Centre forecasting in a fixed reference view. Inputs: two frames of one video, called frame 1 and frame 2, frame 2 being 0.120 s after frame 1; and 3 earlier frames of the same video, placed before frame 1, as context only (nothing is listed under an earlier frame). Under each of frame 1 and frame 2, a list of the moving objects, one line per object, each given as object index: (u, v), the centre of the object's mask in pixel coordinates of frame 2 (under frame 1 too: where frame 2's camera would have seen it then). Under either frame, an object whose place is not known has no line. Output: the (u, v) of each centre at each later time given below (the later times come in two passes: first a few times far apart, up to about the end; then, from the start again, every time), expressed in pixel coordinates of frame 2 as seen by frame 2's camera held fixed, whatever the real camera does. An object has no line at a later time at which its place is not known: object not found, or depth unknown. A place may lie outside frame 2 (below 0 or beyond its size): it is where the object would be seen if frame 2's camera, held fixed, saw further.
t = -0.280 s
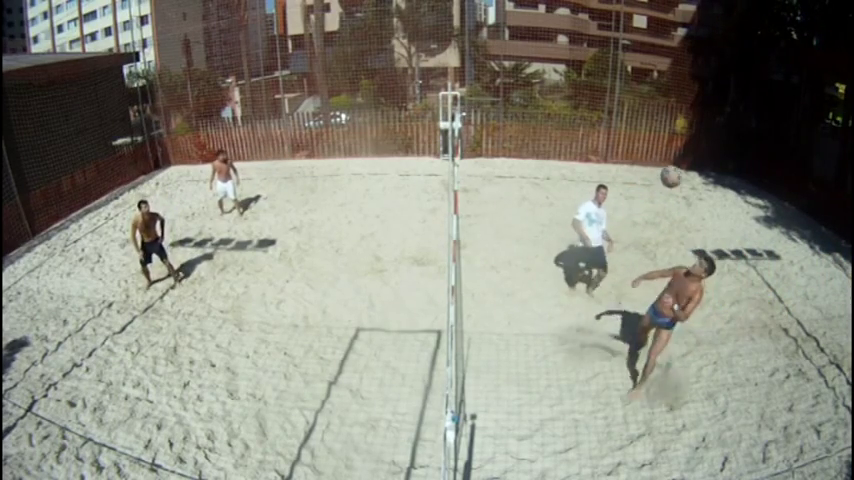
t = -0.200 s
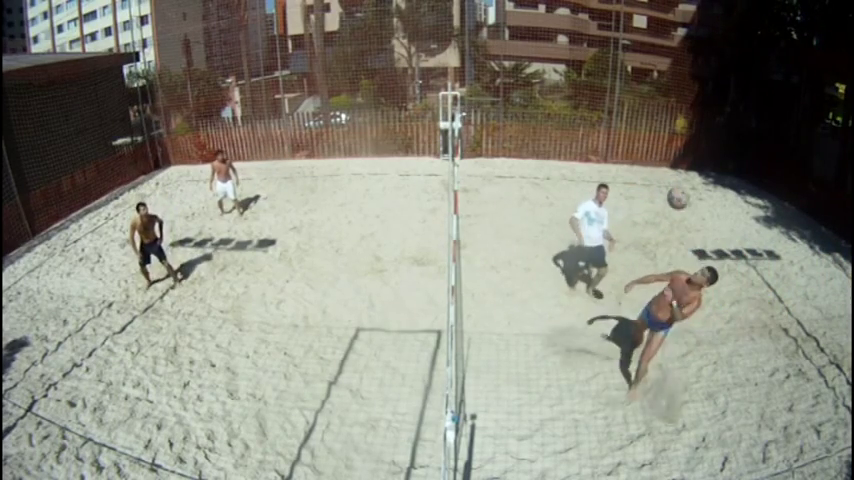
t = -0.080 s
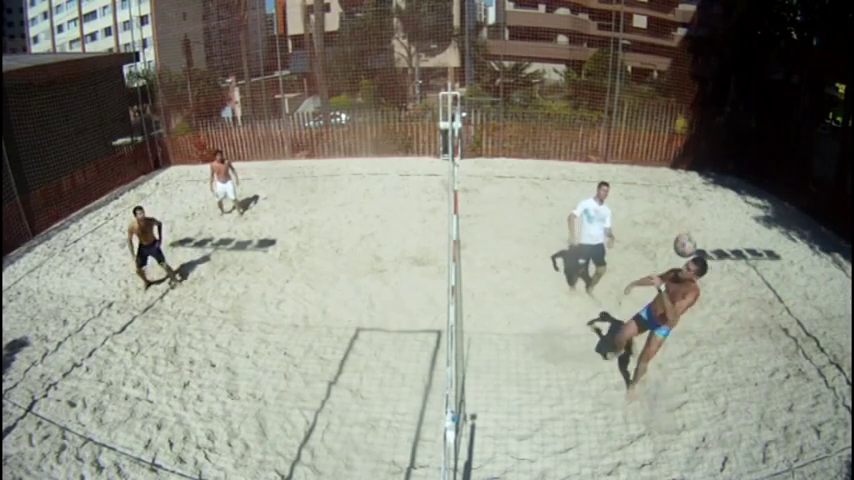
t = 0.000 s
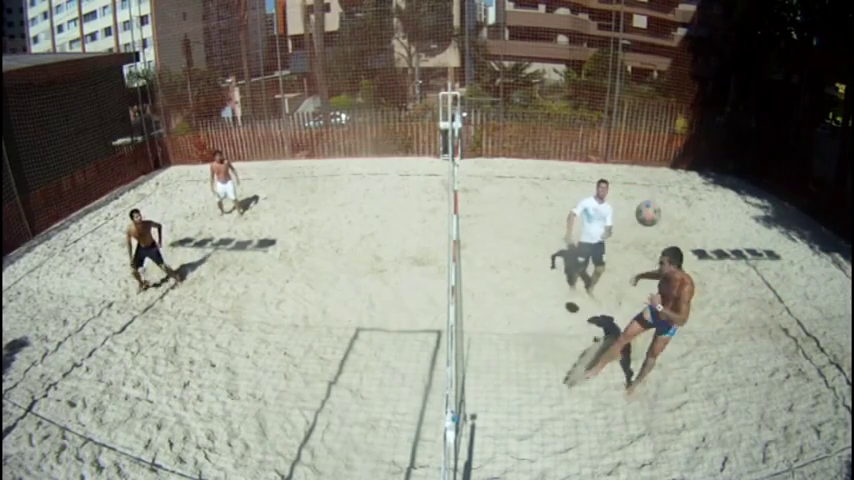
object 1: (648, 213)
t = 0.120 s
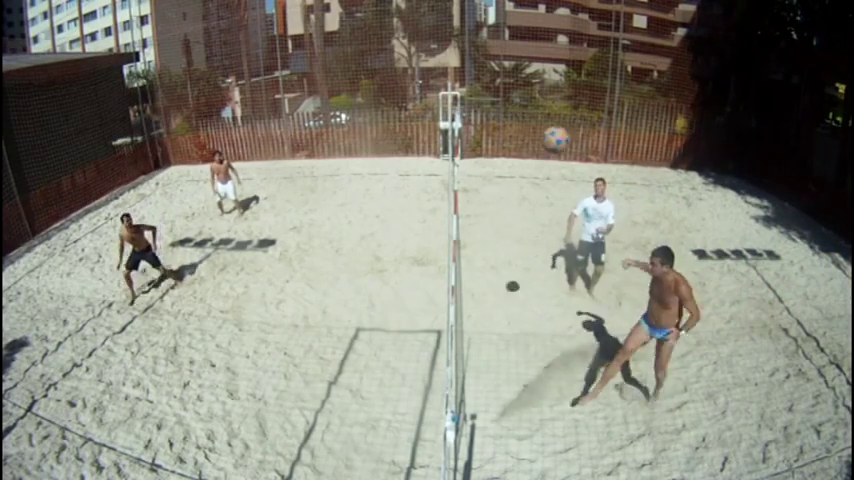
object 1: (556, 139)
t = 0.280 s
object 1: (402, 66)
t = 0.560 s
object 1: (187, 53)
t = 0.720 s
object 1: (114, 90)
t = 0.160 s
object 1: (518, 116)
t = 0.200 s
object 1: (481, 96)
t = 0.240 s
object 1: (442, 81)
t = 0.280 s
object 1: (402, 66)
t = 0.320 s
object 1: (365, 55)
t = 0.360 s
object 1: (329, 47)
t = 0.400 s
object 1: (293, 44)
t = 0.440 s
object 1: (263, 41)
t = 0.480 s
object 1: (235, 43)
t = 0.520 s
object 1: (209, 46)
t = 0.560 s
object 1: (187, 53)
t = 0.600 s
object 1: (166, 59)
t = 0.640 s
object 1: (147, 69)
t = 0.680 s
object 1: (129, 77)
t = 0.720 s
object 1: (114, 90)
